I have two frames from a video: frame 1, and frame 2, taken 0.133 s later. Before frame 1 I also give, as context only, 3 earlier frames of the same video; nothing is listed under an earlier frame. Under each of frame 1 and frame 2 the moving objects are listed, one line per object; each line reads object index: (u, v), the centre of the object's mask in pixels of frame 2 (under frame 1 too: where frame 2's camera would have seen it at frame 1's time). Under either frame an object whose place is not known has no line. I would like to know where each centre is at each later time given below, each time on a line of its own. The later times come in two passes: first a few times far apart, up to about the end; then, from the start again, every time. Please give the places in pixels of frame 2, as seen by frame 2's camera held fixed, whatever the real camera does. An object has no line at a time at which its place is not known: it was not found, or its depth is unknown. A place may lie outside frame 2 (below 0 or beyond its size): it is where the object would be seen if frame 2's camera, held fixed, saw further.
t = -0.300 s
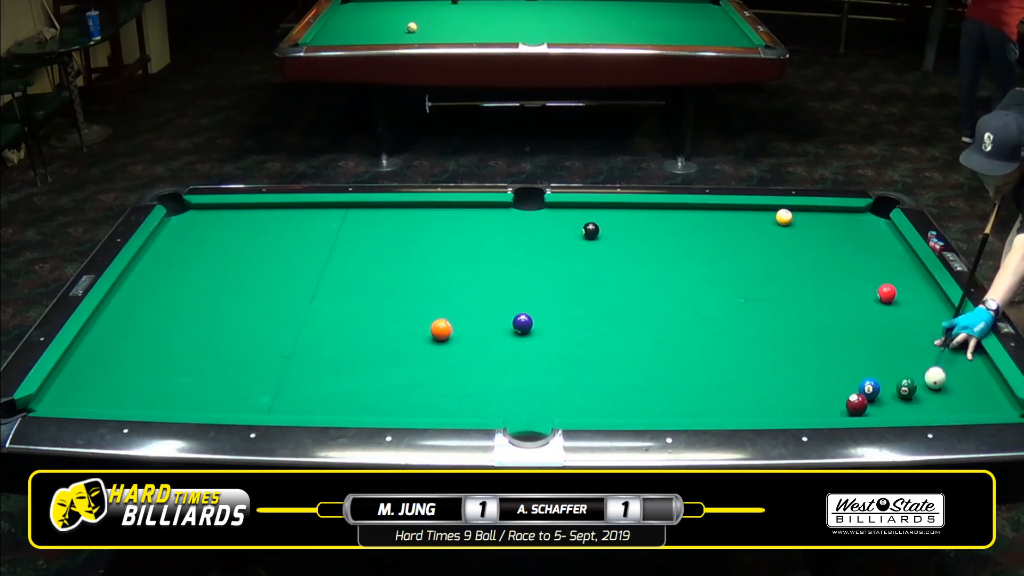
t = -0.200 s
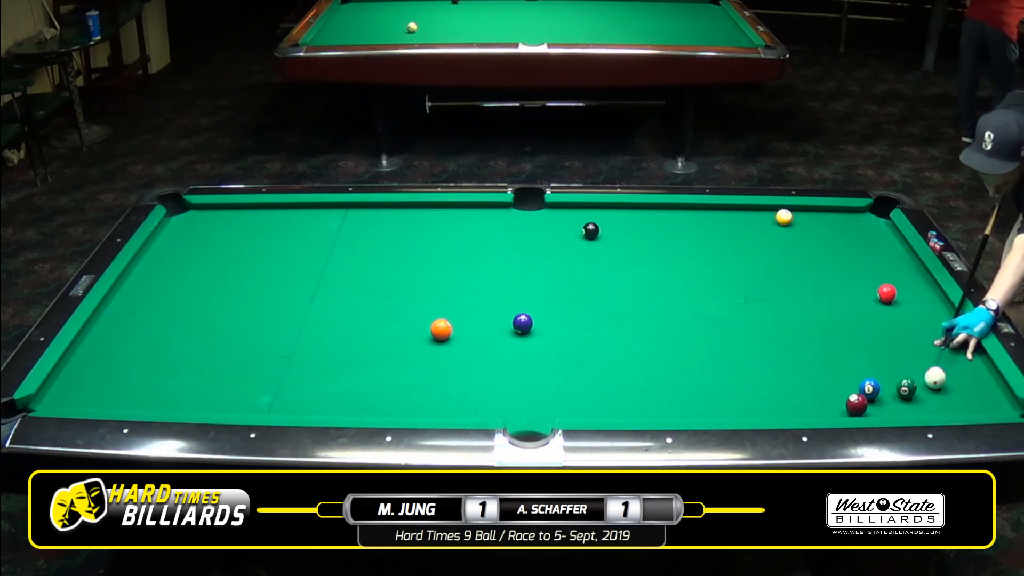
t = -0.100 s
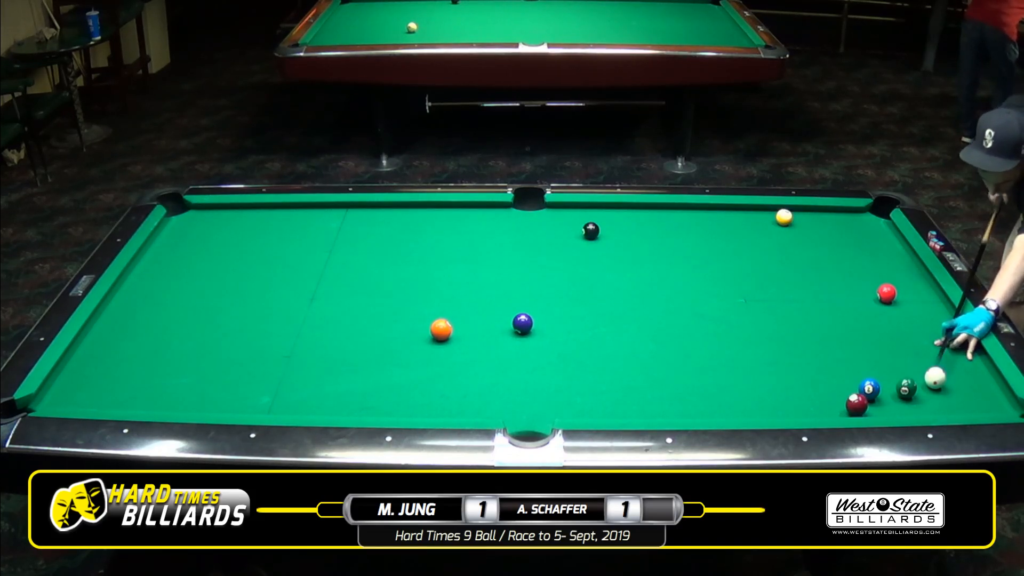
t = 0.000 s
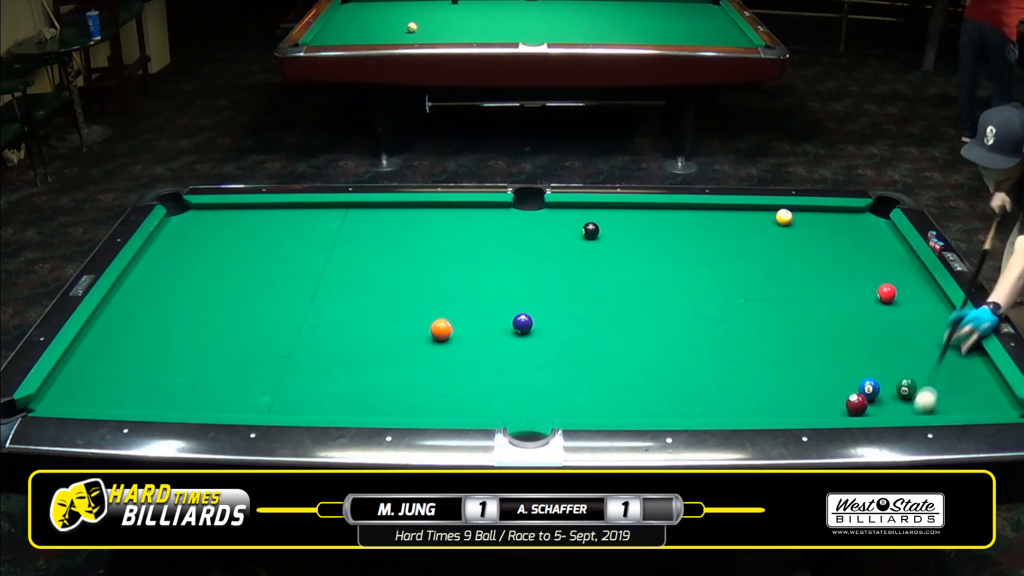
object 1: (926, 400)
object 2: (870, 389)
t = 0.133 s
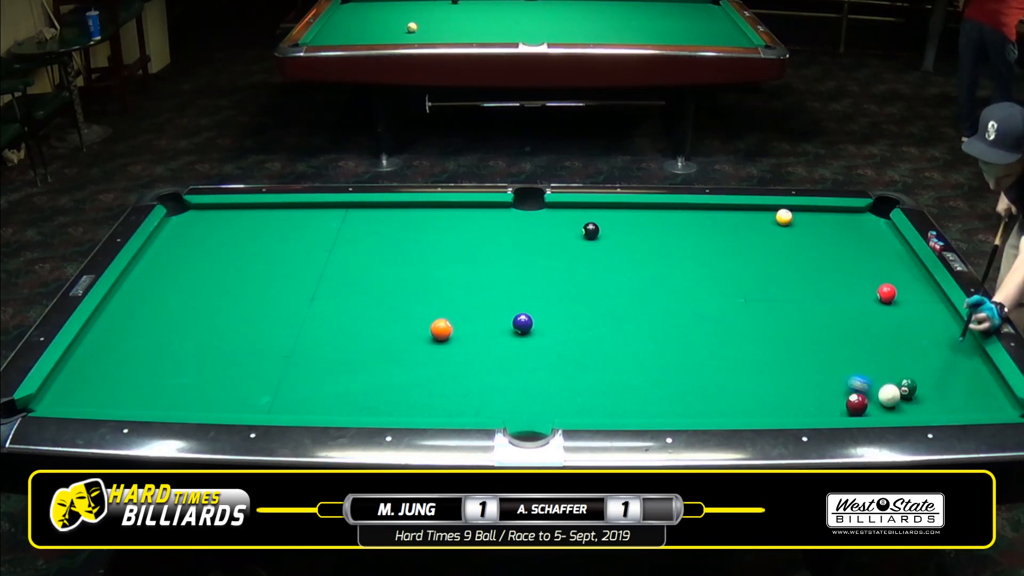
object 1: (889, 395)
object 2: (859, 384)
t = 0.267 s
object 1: (882, 388)
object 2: (816, 370)
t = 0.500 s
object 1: (867, 374)
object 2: (753, 349)
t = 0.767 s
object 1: (851, 361)
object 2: (685, 326)
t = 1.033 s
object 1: (837, 349)
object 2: (624, 306)
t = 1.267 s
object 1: (826, 339)
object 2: (574, 289)
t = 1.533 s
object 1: (815, 330)
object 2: (523, 271)
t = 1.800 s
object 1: (805, 321)
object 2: (475, 255)
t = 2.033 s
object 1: (797, 315)
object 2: (438, 243)
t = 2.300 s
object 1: (790, 309)
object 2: (399, 230)
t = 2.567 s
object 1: (784, 303)
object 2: (364, 218)
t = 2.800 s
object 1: (780, 299)
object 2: (336, 208)
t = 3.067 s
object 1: (776, 296)
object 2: (311, 211)
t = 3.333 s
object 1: (773, 293)
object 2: (288, 218)
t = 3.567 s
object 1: (771, 291)
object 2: (270, 223)
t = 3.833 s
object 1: (770, 291)
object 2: (250, 229)
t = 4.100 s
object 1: (770, 291)
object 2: (231, 234)
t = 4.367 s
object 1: (770, 291)
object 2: (215, 239)
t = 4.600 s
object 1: (770, 291)
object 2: (202, 243)
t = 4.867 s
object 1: (770, 291)
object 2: (188, 247)
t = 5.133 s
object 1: (770, 291)
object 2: (177, 251)
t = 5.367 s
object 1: (770, 291)
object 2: (167, 254)
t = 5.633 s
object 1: (770, 291)
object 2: (158, 257)
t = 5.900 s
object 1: (770, 291)
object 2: (151, 260)
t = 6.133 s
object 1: (770, 291)
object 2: (146, 262)
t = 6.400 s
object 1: (770, 290)
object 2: (142, 263)
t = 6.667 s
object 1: (770, 291)
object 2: (139, 264)
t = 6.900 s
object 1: (770, 291)
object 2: (138, 264)
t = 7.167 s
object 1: (770, 291)
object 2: (139, 264)
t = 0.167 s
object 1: (888, 394)
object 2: (846, 381)
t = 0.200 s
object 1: (887, 392)
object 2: (834, 377)
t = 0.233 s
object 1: (884, 390)
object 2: (825, 374)
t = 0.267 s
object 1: (882, 388)
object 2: (816, 370)
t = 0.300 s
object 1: (880, 386)
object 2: (806, 368)
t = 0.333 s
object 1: (878, 384)
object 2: (797, 365)
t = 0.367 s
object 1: (875, 382)
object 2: (788, 362)
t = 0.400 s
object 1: (873, 380)
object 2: (779, 358)
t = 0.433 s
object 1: (871, 378)
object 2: (770, 355)
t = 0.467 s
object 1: (869, 376)
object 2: (761, 352)
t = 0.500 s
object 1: (867, 374)
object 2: (753, 349)
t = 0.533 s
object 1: (865, 373)
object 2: (744, 346)
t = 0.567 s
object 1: (863, 371)
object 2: (735, 343)
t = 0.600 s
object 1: (861, 369)
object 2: (727, 341)
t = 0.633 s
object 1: (859, 367)
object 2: (718, 337)
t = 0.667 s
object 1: (857, 366)
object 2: (710, 335)
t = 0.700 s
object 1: (855, 364)
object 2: (701, 332)
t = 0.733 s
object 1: (853, 362)
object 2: (694, 329)
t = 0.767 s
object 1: (851, 361)
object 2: (685, 326)
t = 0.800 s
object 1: (849, 359)
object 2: (677, 324)
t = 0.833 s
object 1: (847, 358)
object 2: (669, 321)
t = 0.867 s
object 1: (846, 356)
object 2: (660, 318)
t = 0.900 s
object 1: (844, 354)
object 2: (653, 316)
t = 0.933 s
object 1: (842, 353)
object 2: (646, 313)
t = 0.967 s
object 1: (840, 352)
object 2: (639, 310)
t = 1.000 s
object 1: (839, 350)
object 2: (631, 308)
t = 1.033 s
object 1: (837, 349)
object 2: (624, 306)
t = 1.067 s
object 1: (835, 347)
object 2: (617, 303)
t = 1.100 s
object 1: (834, 346)
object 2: (609, 300)
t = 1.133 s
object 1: (832, 344)
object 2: (601, 298)
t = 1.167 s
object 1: (830, 343)
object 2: (595, 296)
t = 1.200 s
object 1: (829, 342)
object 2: (588, 293)
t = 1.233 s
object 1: (827, 340)
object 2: (581, 291)
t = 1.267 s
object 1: (826, 339)
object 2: (574, 289)
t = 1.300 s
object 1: (824, 338)
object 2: (568, 287)
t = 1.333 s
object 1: (823, 337)
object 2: (561, 284)
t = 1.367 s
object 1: (822, 335)
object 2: (554, 282)
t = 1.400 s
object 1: (820, 334)
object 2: (548, 280)
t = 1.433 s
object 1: (819, 333)
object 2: (541, 277)
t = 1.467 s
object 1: (817, 332)
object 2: (535, 275)
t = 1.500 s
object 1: (816, 331)
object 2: (529, 273)
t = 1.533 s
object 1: (815, 330)
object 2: (523, 271)
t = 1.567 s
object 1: (813, 328)
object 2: (517, 269)
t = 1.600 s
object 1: (812, 327)
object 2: (510, 267)
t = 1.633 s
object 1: (811, 326)
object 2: (504, 265)
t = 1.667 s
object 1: (810, 325)
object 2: (499, 263)
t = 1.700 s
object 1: (808, 324)
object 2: (493, 261)
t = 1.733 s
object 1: (807, 323)
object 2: (487, 259)
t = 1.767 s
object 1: (806, 322)
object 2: (481, 257)
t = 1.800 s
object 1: (805, 321)
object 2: (475, 255)
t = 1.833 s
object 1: (804, 320)
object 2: (470, 254)
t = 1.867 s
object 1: (803, 319)
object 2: (464, 252)
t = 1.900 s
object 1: (801, 318)
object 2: (459, 250)
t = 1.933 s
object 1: (800, 318)
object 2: (454, 248)
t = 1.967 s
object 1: (799, 317)
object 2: (449, 246)
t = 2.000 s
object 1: (798, 316)
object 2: (443, 244)
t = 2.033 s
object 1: (797, 315)
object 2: (438, 243)
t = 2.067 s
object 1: (796, 314)
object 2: (433, 241)
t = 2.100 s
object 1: (795, 313)
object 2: (428, 240)
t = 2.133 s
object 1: (794, 312)
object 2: (423, 238)
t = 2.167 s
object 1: (793, 312)
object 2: (418, 236)
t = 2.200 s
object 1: (792, 311)
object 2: (413, 235)
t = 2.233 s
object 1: (792, 310)
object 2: (408, 233)
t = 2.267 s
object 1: (791, 309)
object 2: (404, 232)
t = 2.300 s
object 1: (790, 309)
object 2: (399, 230)
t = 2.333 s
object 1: (789, 308)
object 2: (395, 228)
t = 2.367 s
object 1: (788, 307)
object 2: (390, 227)
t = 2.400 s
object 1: (787, 306)
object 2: (385, 225)
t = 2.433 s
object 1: (787, 306)
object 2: (381, 224)
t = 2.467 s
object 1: (786, 305)
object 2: (376, 222)
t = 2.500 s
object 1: (785, 305)
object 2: (373, 221)
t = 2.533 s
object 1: (785, 304)
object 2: (368, 219)
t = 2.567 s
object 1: (784, 303)
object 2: (364, 218)
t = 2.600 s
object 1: (783, 303)
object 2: (360, 216)
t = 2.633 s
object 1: (783, 302)
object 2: (356, 215)
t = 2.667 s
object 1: (782, 301)
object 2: (352, 214)
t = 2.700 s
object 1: (781, 301)
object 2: (348, 212)
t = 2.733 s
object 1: (781, 300)
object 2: (344, 211)
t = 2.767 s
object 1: (780, 300)
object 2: (339, 210)
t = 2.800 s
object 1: (780, 299)
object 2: (336, 208)
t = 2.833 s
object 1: (779, 299)
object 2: (332, 207)
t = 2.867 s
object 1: (778, 298)
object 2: (328, 207)
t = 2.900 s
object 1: (778, 298)
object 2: (325, 208)
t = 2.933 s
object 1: (778, 297)
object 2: (323, 209)
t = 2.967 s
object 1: (777, 297)
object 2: (319, 209)
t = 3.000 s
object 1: (777, 297)
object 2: (316, 210)
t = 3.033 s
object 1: (776, 296)
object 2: (314, 210)
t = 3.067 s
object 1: (776, 296)
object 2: (311, 211)
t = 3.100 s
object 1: (775, 295)
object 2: (308, 212)
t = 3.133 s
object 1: (775, 295)
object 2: (305, 213)
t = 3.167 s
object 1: (775, 295)
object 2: (302, 214)
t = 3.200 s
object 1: (774, 294)
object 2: (299, 214)
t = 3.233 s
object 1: (774, 294)
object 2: (297, 215)
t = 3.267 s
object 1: (774, 294)
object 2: (294, 216)
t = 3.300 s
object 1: (773, 293)
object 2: (291, 217)
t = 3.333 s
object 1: (773, 293)
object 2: (288, 218)
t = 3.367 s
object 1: (772, 293)
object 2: (285, 219)
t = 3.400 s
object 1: (772, 292)
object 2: (283, 219)
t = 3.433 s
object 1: (772, 292)
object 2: (280, 220)
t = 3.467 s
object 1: (772, 292)
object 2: (278, 221)
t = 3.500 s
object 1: (771, 292)
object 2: (275, 222)
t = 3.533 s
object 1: (771, 292)
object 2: (272, 223)
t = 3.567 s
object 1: (771, 291)
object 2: (270, 223)
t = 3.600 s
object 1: (771, 291)
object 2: (267, 224)
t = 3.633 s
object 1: (770, 291)
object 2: (265, 225)
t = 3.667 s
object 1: (770, 291)
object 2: (262, 225)
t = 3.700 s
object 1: (770, 291)
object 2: (260, 226)
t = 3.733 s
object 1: (770, 291)
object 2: (257, 227)
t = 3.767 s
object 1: (770, 291)
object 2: (254, 228)
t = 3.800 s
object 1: (770, 291)
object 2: (252, 228)
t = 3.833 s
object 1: (770, 291)
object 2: (250, 229)
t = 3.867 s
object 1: (770, 291)
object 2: (248, 229)
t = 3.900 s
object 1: (770, 291)
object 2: (245, 230)
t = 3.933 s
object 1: (770, 291)
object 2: (243, 231)
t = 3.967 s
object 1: (770, 291)
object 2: (241, 231)
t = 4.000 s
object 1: (770, 291)
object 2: (238, 232)
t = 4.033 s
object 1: (770, 291)
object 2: (236, 233)
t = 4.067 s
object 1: (770, 291)
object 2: (234, 233)
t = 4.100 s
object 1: (770, 291)
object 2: (231, 234)
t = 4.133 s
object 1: (770, 291)
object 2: (230, 235)
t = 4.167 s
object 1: (770, 291)
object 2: (228, 236)
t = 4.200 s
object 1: (770, 291)
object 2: (225, 236)
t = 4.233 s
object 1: (770, 291)
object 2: (223, 237)
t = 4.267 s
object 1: (770, 291)
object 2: (221, 237)
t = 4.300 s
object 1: (770, 291)
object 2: (219, 238)
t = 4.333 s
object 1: (770, 291)
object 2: (217, 238)
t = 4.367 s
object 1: (770, 291)
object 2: (215, 239)
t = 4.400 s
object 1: (770, 291)
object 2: (213, 240)
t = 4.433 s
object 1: (770, 291)
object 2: (211, 240)
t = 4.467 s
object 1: (770, 291)
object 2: (209, 241)
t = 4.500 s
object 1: (770, 291)
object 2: (207, 242)
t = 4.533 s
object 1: (770, 291)
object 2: (205, 242)
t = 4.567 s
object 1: (770, 291)
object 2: (203, 243)
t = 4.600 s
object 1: (770, 291)
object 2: (202, 243)
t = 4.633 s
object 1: (770, 291)
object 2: (200, 244)
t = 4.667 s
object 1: (770, 291)
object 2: (198, 244)
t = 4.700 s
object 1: (770, 291)
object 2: (196, 245)
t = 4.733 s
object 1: (770, 291)
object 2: (195, 245)
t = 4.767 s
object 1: (770, 291)
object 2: (193, 245)
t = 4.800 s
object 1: (770, 291)
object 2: (191, 246)
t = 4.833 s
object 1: (770, 291)
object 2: (190, 247)
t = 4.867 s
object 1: (770, 291)
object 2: (188, 247)
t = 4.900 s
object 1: (770, 291)
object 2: (186, 248)
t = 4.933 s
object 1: (770, 291)
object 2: (185, 248)
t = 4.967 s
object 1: (770, 291)
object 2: (183, 249)
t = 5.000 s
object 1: (770, 291)
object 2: (182, 250)
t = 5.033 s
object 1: (770, 291)
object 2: (180, 250)
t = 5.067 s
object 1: (770, 291)
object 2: (179, 251)
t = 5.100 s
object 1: (770, 291)
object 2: (178, 251)
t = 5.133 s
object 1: (770, 291)
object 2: (177, 251)
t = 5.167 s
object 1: (770, 291)
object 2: (175, 252)
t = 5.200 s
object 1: (770, 291)
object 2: (174, 252)
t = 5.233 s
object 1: (770, 291)
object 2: (173, 252)
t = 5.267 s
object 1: (770, 291)
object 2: (171, 253)
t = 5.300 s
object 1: (770, 291)
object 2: (170, 253)
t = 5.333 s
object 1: (770, 291)
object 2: (169, 254)
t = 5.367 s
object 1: (770, 291)
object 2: (167, 254)
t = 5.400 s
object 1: (770, 291)
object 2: (166, 254)
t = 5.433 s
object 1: (770, 291)
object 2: (165, 255)
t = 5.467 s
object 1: (770, 291)
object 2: (164, 255)
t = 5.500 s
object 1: (770, 291)
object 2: (162, 256)
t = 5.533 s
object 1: (770, 291)
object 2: (161, 256)
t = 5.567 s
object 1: (770, 291)
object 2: (160, 257)
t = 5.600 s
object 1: (770, 291)
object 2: (159, 257)
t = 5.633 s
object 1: (770, 291)
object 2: (158, 257)
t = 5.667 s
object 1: (770, 291)
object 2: (157, 258)
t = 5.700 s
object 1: (770, 291)
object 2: (156, 258)
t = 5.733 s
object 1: (770, 291)
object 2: (156, 259)
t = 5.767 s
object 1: (770, 291)
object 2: (155, 259)
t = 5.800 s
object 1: (770, 291)
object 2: (154, 259)
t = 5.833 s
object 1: (770, 291)
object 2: (153, 260)
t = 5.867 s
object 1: (770, 291)
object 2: (152, 260)
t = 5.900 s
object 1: (770, 291)
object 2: (151, 260)
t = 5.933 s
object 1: (770, 291)
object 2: (151, 260)
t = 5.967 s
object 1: (770, 291)
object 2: (150, 261)
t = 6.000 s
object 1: (770, 291)
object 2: (149, 261)
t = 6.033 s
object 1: (770, 291)
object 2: (149, 261)
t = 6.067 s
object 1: (770, 291)
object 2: (148, 261)
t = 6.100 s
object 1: (770, 291)
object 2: (147, 261)
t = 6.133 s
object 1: (770, 291)
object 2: (146, 262)
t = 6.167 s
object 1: (770, 291)
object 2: (145, 262)
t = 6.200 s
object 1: (770, 291)
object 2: (145, 262)
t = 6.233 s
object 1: (770, 291)
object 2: (144, 262)
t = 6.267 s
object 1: (770, 290)
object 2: (144, 262)
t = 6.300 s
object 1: (770, 290)
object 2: (144, 262)
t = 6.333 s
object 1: (770, 291)
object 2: (143, 263)
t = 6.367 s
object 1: (770, 291)
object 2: (143, 263)
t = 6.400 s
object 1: (770, 290)
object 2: (142, 263)
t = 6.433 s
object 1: (770, 291)
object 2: (141, 263)
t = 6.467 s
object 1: (770, 291)
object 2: (141, 263)
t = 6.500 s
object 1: (770, 291)
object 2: (141, 263)
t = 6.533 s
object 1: (770, 291)
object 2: (140, 264)
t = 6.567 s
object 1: (770, 291)
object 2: (140, 264)
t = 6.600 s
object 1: (770, 291)
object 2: (140, 264)
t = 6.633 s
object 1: (770, 291)
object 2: (139, 264)
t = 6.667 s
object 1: (770, 291)
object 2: (139, 264)
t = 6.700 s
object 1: (770, 291)
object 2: (139, 264)
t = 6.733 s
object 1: (770, 291)
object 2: (139, 264)
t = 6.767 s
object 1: (770, 291)
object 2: (138, 264)
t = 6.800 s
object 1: (770, 291)
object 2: (138, 264)
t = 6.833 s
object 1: (770, 291)
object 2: (138, 264)
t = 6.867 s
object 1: (770, 291)
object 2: (138, 264)
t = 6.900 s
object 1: (770, 291)
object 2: (138, 264)
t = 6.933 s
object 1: (770, 291)
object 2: (138, 264)
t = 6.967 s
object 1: (770, 291)
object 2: (138, 264)
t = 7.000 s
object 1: (770, 291)
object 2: (138, 264)
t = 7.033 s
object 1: (770, 291)
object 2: (138, 264)
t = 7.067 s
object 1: (770, 291)
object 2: (138, 264)
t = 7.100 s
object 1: (770, 291)
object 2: (138, 264)
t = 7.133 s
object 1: (770, 291)
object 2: (138, 264)
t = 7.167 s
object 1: (770, 291)
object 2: (139, 264)
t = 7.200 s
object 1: (770, 291)
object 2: (138, 264)
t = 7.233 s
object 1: (770, 291)
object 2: (138, 264)
